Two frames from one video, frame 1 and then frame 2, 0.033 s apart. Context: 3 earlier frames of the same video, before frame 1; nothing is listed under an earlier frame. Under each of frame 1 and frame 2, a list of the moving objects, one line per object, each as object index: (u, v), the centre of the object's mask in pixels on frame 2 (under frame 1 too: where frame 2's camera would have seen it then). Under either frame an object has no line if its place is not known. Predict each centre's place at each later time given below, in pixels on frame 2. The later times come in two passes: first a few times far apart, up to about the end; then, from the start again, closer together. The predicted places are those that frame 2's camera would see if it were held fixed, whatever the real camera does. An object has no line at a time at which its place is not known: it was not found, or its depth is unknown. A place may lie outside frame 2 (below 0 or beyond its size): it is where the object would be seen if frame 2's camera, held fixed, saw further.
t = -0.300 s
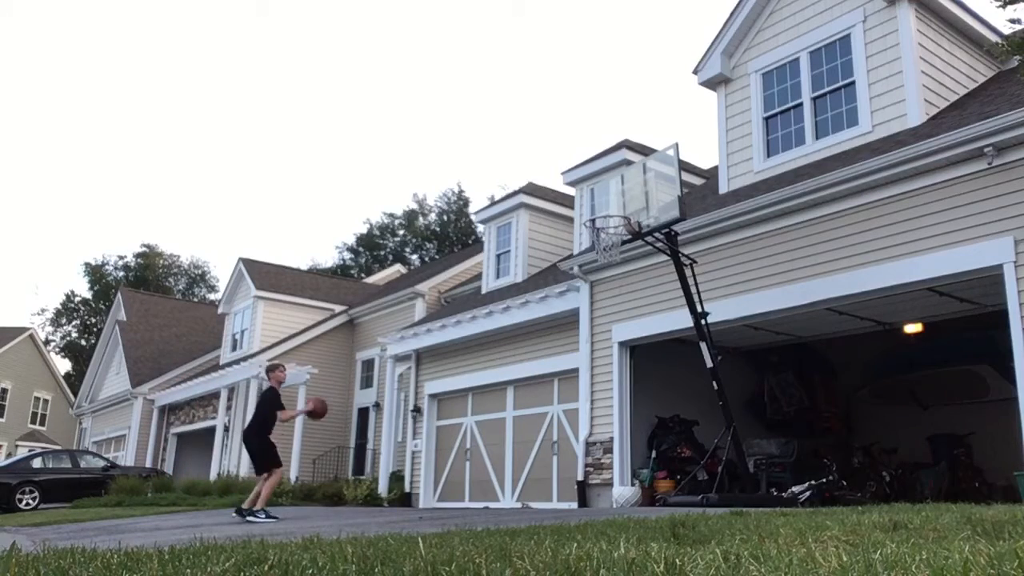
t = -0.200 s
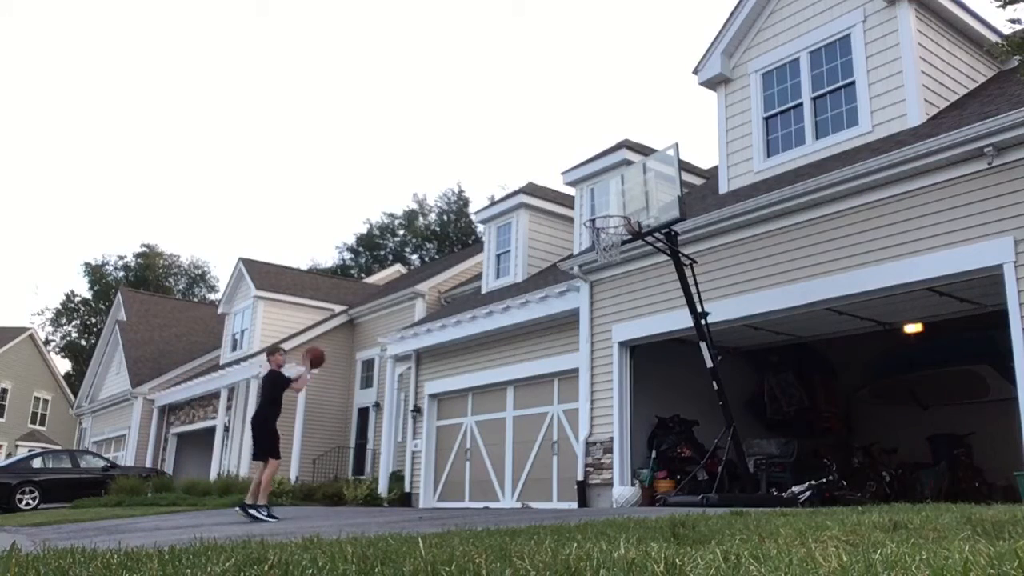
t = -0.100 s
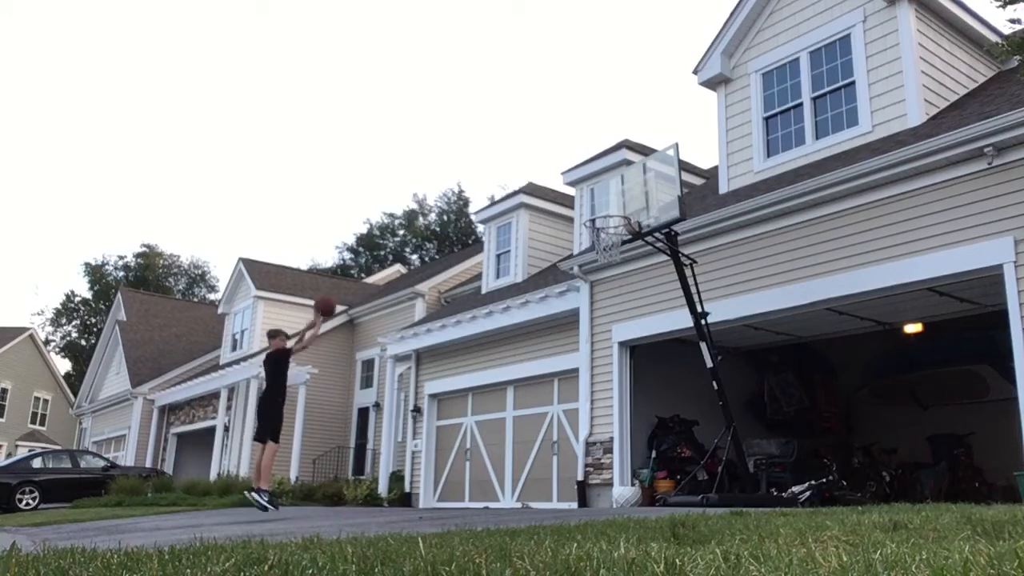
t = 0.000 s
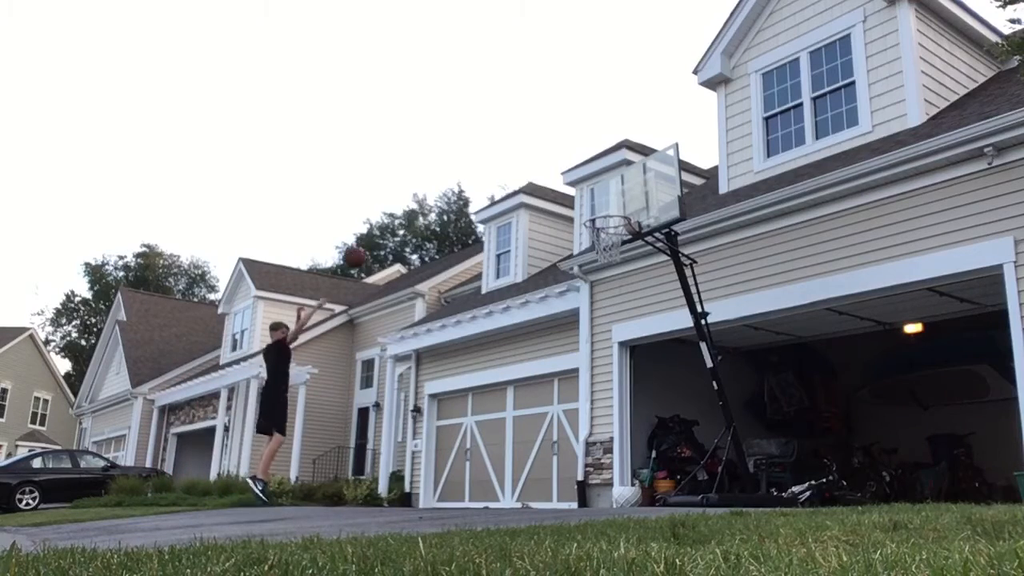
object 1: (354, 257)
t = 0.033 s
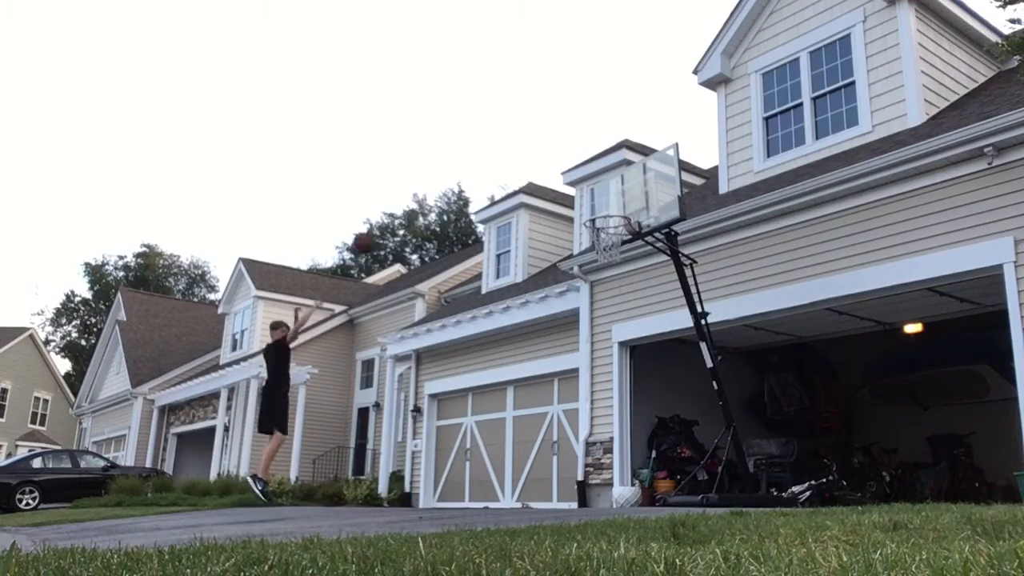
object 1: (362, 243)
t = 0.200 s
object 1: (410, 185)
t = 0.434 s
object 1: (472, 143)
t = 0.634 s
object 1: (525, 142)
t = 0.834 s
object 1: (579, 177)
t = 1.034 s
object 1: (619, 216)
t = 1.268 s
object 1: (651, 285)
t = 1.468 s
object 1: (688, 416)
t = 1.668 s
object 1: (711, 408)
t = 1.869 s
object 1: (723, 293)
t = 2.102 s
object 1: (740, 216)
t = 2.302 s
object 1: (761, 208)
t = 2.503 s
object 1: (791, 274)
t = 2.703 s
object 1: (837, 465)
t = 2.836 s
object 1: (867, 403)
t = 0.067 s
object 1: (373, 229)
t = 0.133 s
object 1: (392, 205)
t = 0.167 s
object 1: (401, 194)
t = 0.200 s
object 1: (410, 185)
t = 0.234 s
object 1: (419, 176)
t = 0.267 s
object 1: (428, 168)
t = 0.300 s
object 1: (437, 161)
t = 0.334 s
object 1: (446, 155)
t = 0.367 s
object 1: (454, 150)
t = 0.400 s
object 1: (463, 146)
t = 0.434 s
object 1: (472, 143)
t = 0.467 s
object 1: (481, 140)
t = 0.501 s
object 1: (490, 139)
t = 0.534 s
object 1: (499, 138)
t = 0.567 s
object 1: (508, 139)
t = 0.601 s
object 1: (517, 140)
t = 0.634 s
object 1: (525, 142)
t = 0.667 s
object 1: (534, 145)
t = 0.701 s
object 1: (543, 150)
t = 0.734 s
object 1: (552, 155)
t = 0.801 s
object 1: (571, 169)
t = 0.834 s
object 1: (579, 177)
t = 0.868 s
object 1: (589, 187)
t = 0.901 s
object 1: (598, 197)
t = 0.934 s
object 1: (606, 207)
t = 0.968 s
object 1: (610, 209)
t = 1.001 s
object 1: (614, 212)
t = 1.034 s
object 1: (619, 216)
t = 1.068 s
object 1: (623, 223)
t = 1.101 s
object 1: (628, 230)
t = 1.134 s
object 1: (632, 236)
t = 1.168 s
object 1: (637, 247)
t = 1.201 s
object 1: (642, 258)
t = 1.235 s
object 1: (646, 271)
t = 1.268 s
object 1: (651, 285)
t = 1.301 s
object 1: (657, 302)
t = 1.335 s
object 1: (662, 320)
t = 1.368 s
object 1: (668, 340)
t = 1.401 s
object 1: (674, 362)
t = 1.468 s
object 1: (688, 416)
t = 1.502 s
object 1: (695, 446)
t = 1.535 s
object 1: (701, 479)
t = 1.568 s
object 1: (706, 481)
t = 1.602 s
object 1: (708, 455)
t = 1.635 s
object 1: (709, 431)
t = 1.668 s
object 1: (711, 408)
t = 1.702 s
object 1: (712, 385)
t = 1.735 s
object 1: (714, 364)
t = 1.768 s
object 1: (717, 344)
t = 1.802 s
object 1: (718, 327)
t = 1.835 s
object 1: (721, 309)
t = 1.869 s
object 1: (723, 293)
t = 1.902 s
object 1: (725, 278)
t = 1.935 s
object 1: (727, 265)
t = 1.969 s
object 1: (729, 252)
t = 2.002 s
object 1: (732, 241)
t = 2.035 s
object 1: (735, 231)
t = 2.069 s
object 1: (737, 223)
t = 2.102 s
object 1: (740, 216)
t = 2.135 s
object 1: (744, 211)
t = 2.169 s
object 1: (747, 207)
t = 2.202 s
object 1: (750, 205)
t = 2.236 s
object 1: (754, 205)
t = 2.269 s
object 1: (758, 205)
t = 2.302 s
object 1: (761, 208)
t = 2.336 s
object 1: (766, 213)
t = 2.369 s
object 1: (770, 220)
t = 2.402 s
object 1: (775, 229)
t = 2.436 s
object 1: (780, 241)
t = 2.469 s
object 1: (785, 256)
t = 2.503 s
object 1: (791, 274)
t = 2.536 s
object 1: (797, 295)
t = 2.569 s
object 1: (806, 320)
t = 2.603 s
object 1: (811, 349)
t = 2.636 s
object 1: (819, 383)
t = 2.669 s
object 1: (828, 421)
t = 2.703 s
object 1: (837, 465)
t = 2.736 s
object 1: (846, 492)
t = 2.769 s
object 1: (853, 465)
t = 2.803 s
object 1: (859, 432)
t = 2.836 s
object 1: (867, 403)
